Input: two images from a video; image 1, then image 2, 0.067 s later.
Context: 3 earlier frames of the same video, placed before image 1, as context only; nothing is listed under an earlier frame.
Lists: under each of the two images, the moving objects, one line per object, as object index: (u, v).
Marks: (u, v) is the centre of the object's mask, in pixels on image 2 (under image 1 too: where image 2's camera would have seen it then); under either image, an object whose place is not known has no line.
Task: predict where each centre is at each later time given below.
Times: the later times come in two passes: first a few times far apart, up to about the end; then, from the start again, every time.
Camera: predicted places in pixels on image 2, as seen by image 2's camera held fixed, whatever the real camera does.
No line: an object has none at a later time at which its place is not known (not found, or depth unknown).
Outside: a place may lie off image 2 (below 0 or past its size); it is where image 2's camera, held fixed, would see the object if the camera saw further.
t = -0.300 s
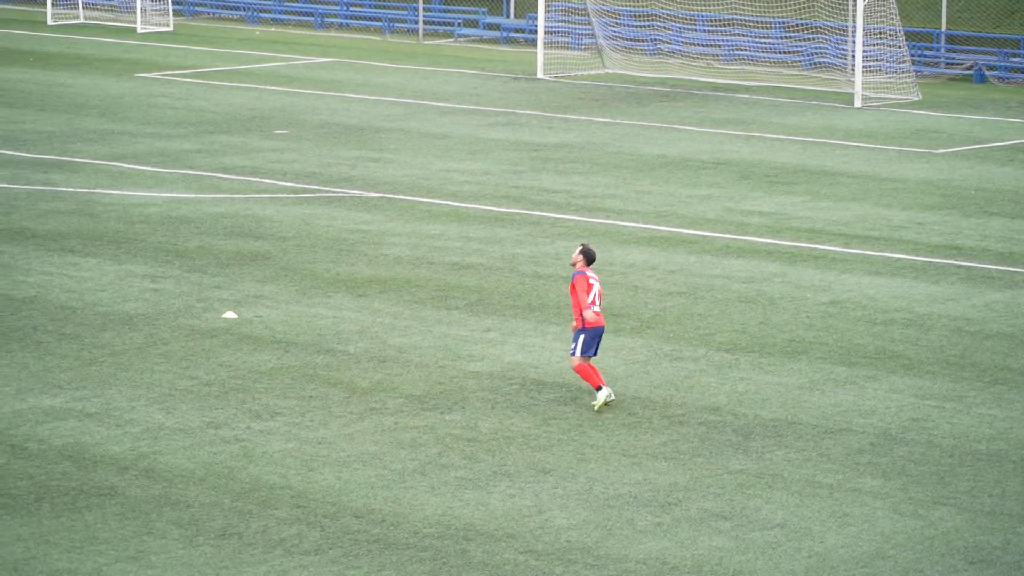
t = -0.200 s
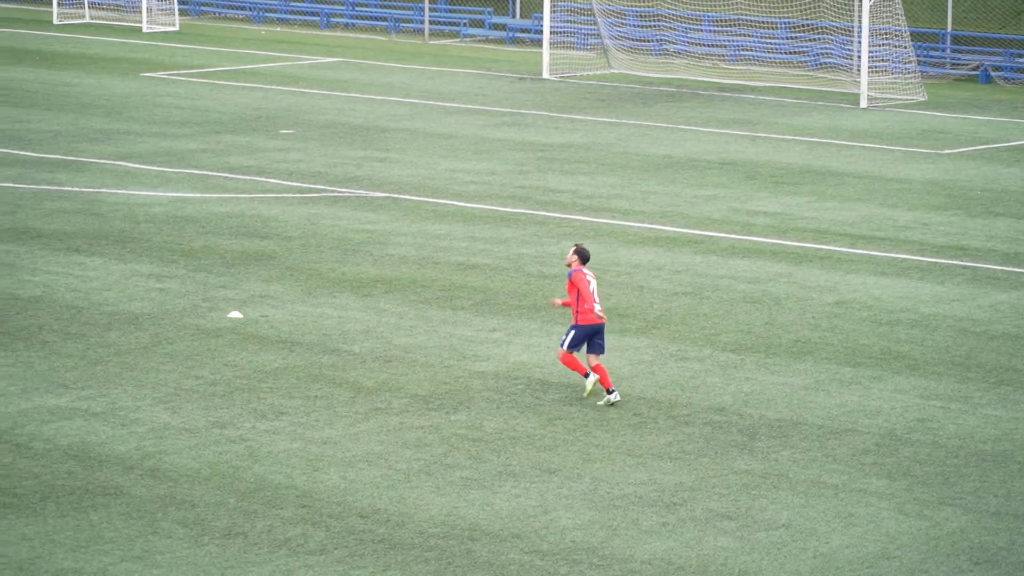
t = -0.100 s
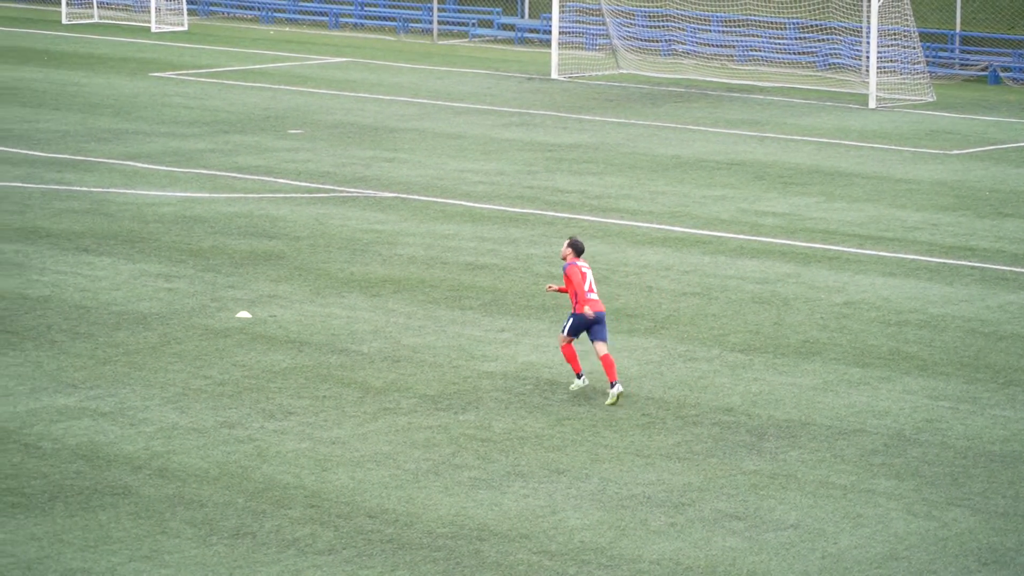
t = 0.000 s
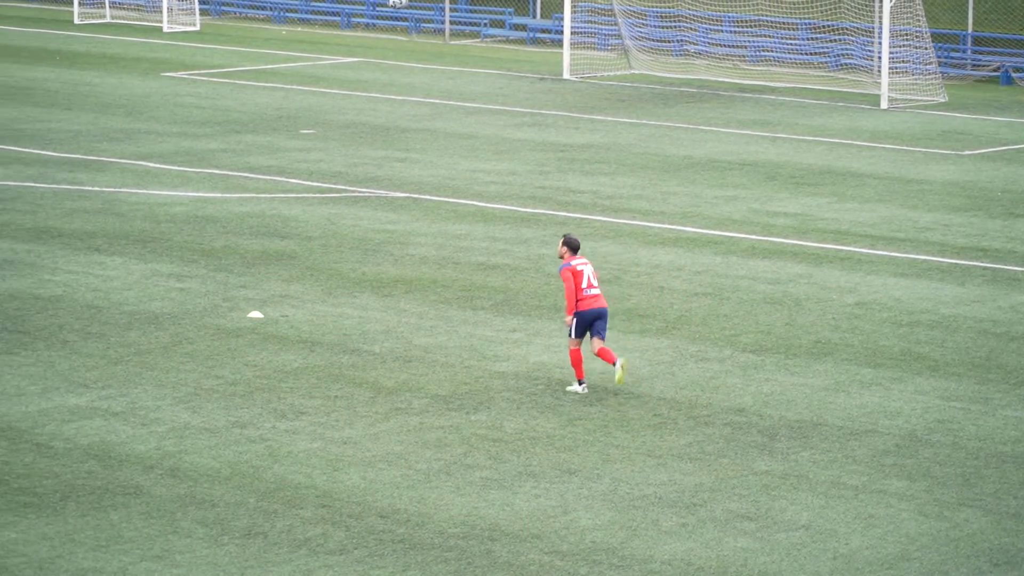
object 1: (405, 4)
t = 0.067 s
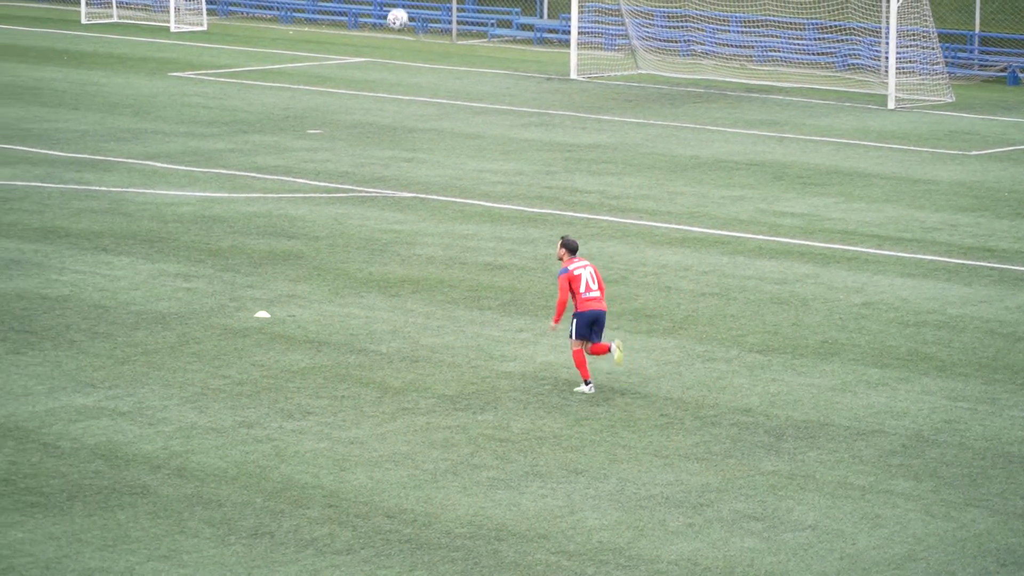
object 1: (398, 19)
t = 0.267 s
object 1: (377, 106)
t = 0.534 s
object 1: (351, 274)
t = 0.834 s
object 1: (353, 229)
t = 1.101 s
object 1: (365, 160)
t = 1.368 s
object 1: (376, 155)
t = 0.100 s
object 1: (394, 31)
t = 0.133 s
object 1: (391, 44)
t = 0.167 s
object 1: (387, 58)
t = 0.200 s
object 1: (384, 73)
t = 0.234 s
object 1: (380, 89)
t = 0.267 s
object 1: (377, 106)
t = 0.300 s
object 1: (374, 123)
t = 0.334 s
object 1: (371, 142)
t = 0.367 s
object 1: (367, 162)
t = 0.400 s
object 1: (364, 183)
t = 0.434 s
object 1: (361, 204)
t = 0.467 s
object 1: (358, 226)
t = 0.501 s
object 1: (354, 250)
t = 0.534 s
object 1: (351, 274)
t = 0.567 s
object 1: (349, 299)
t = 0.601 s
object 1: (345, 327)
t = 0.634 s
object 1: (345, 325)
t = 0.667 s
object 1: (346, 307)
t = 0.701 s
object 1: (348, 289)
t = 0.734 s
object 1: (350, 272)
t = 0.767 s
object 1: (351, 257)
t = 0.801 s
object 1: (352, 242)
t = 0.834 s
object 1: (353, 229)
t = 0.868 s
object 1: (355, 217)
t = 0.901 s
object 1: (356, 206)
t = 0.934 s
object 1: (357, 196)
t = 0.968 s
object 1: (359, 187)
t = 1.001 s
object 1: (360, 178)
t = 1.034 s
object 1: (361, 172)
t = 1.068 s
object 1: (363, 165)
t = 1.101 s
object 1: (365, 160)
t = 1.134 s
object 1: (366, 156)
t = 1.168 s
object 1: (368, 153)
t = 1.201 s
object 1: (369, 151)
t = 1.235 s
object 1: (370, 150)
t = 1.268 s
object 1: (372, 150)
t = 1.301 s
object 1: (373, 151)
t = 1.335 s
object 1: (375, 152)
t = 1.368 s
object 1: (376, 155)
